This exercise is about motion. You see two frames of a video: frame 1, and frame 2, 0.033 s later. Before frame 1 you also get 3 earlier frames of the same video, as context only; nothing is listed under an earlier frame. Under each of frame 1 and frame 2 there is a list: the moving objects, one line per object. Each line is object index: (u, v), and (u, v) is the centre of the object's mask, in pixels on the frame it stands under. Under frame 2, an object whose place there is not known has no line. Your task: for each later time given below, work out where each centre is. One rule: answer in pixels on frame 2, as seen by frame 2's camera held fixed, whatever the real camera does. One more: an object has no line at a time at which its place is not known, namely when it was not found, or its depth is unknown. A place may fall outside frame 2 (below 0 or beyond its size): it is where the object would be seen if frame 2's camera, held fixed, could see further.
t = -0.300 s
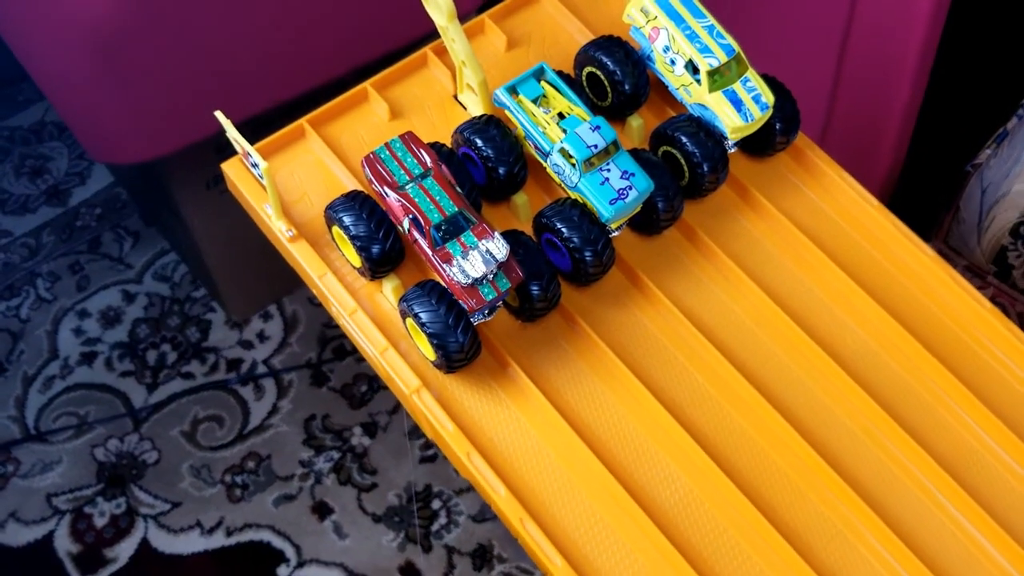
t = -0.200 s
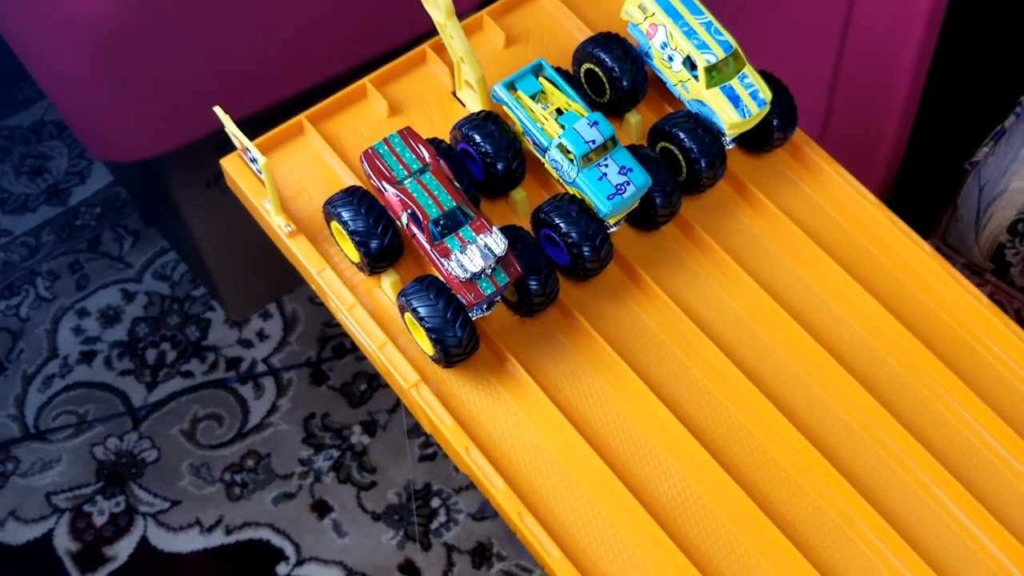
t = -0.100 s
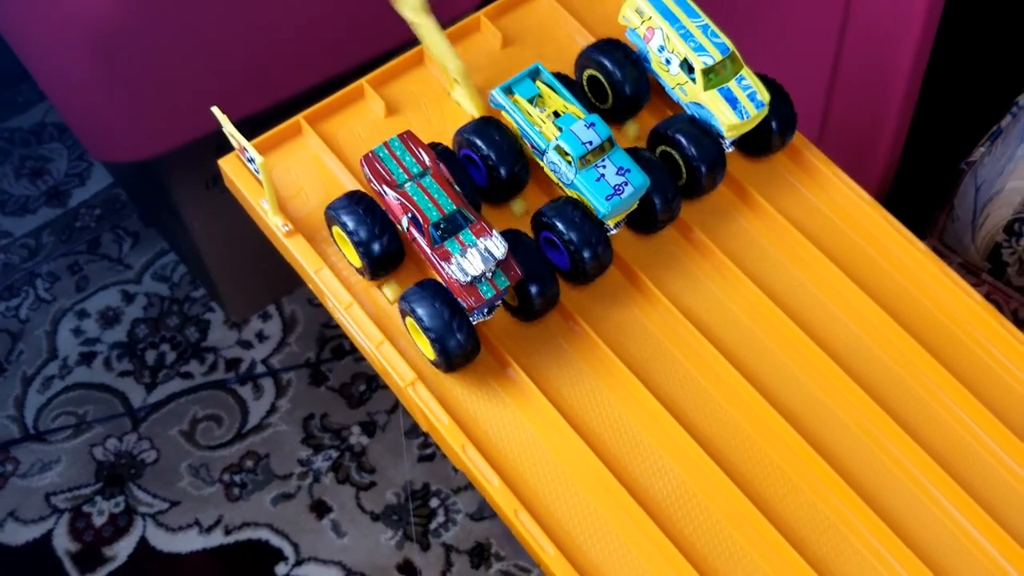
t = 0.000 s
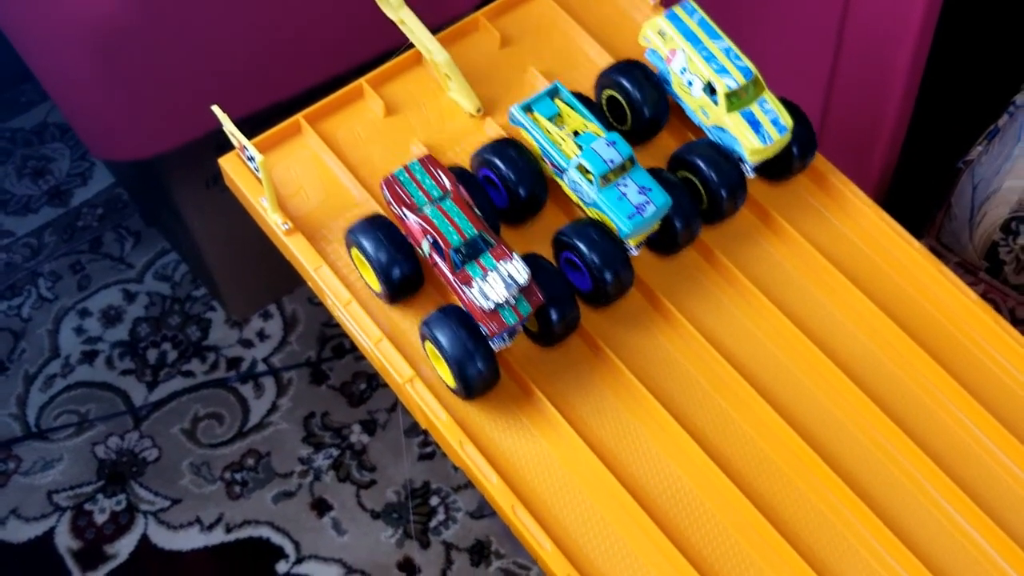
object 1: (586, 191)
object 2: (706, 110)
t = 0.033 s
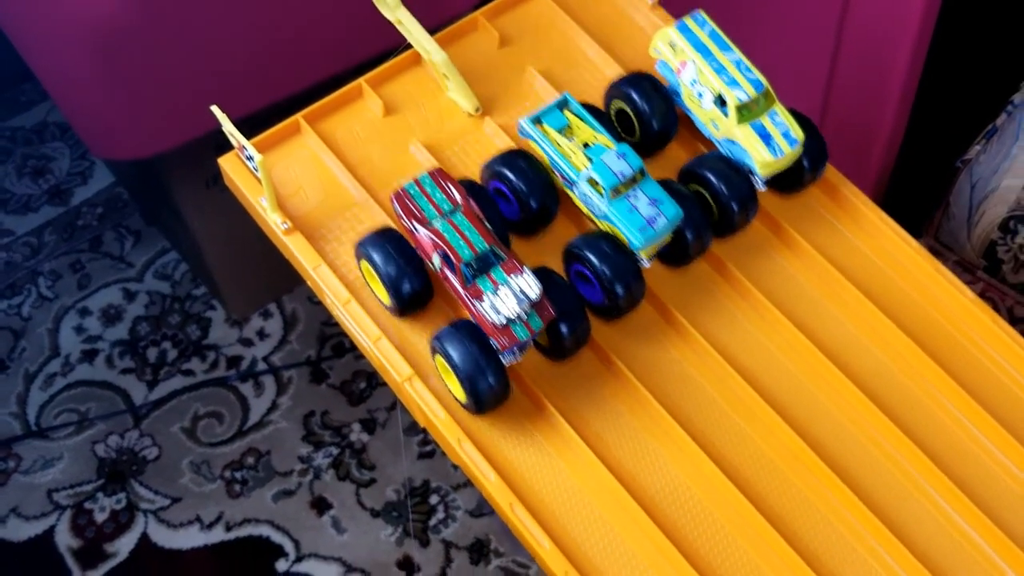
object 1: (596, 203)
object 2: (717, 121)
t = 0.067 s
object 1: (611, 218)
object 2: (732, 137)
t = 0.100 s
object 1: (629, 236)
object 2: (749, 155)
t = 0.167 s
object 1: (673, 280)
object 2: (792, 201)
